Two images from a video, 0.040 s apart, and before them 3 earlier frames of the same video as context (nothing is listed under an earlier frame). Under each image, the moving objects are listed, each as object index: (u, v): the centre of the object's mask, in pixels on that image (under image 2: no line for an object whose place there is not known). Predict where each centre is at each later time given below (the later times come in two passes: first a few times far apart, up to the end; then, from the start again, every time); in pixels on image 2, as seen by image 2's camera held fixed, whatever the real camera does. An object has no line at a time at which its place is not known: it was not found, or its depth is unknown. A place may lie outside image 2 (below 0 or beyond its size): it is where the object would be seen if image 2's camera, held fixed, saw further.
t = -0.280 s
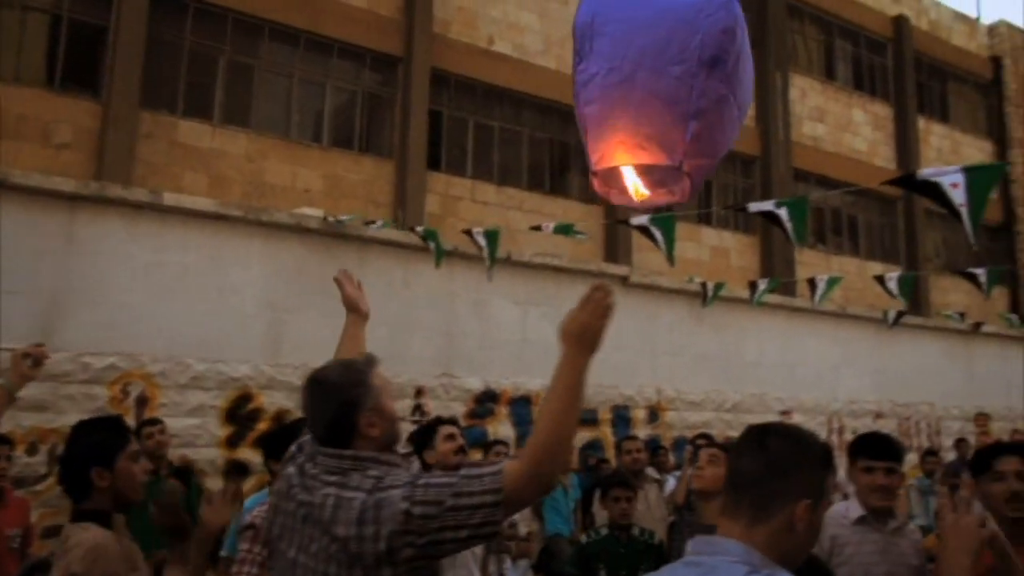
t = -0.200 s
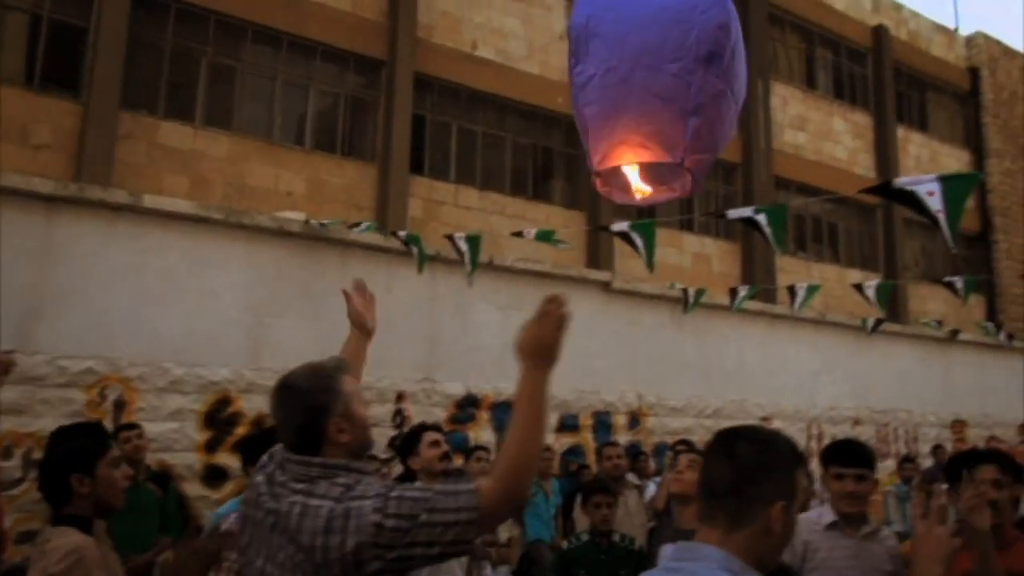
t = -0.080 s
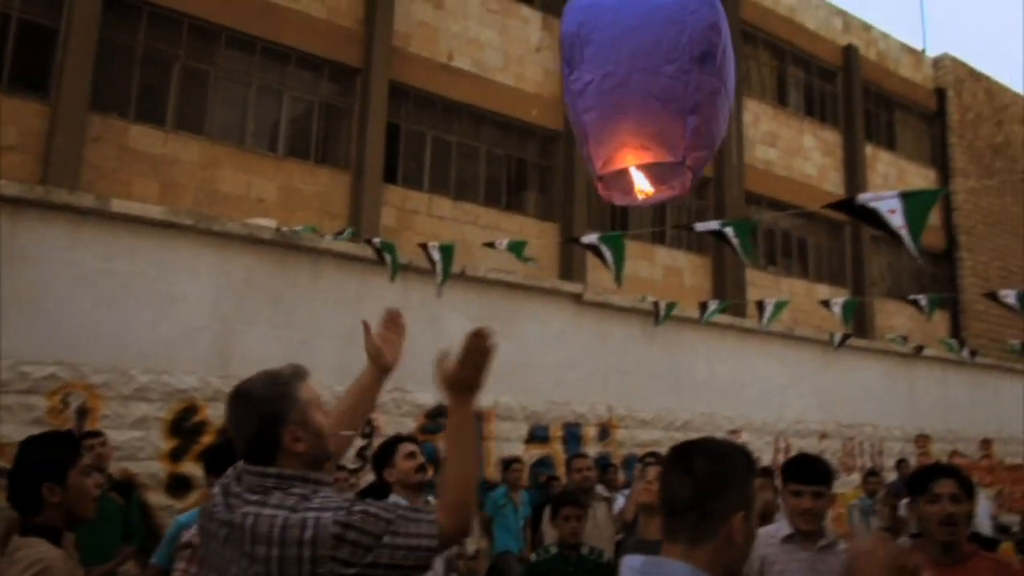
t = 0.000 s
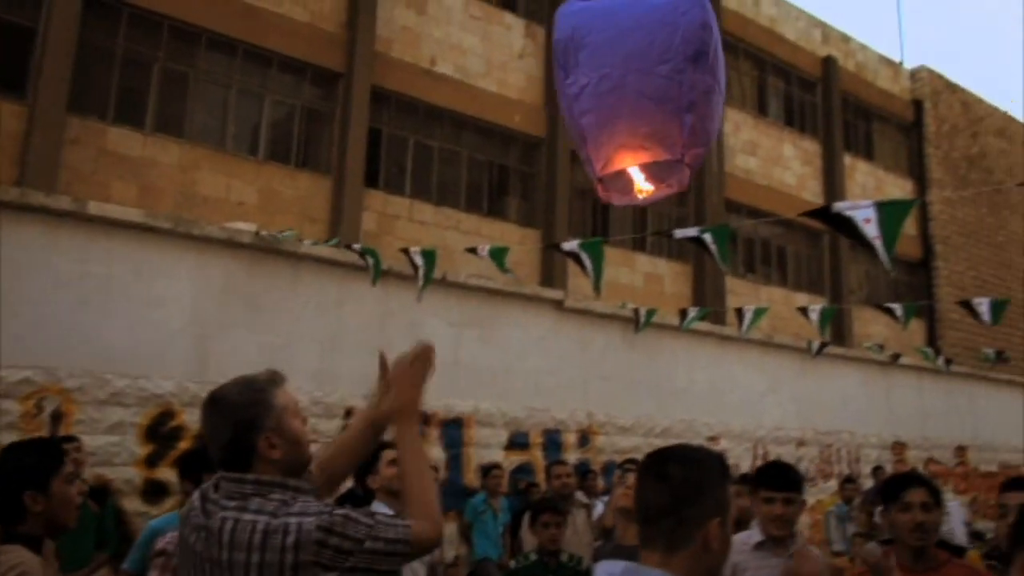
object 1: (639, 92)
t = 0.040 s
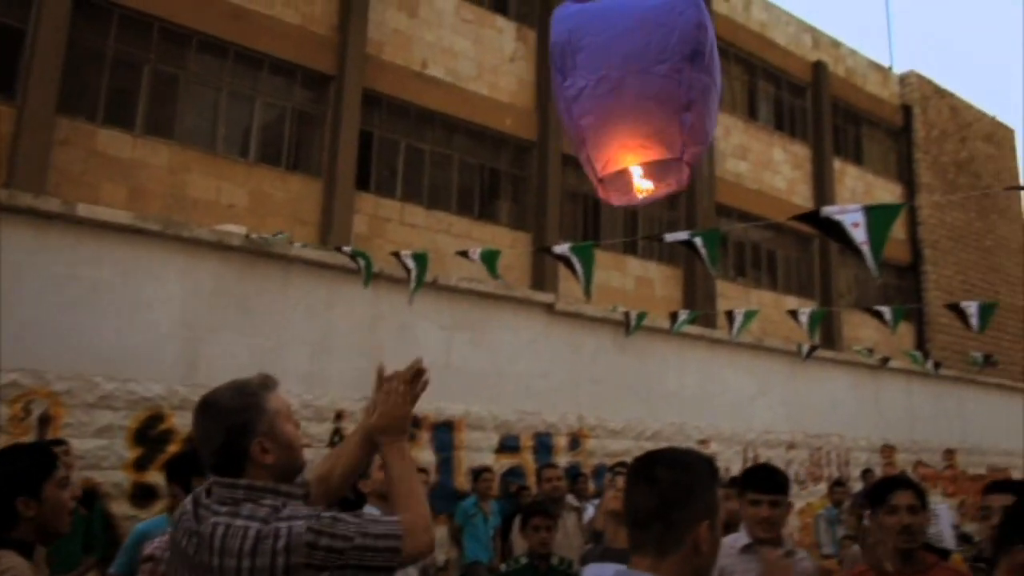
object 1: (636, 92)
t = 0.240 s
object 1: (662, 76)
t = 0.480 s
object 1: (685, 64)
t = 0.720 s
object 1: (700, 61)
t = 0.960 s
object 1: (710, 61)
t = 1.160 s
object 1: (716, 62)
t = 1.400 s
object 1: (720, 64)
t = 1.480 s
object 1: (721, 65)
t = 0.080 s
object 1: (641, 89)
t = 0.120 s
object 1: (647, 85)
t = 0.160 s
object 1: (652, 82)
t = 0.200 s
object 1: (657, 79)
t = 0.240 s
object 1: (662, 76)
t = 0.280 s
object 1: (666, 73)
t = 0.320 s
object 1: (671, 71)
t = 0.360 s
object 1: (675, 68)
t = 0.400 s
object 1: (679, 67)
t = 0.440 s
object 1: (682, 65)
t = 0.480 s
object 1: (685, 64)
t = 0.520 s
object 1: (688, 63)
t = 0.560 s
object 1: (691, 63)
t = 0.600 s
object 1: (693, 62)
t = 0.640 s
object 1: (696, 62)
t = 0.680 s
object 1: (697, 61)
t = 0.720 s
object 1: (700, 61)
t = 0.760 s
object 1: (702, 61)
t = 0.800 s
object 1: (704, 61)
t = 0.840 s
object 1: (705, 60)
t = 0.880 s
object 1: (707, 61)
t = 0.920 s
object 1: (708, 60)
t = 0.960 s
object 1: (710, 61)
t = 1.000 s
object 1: (711, 60)
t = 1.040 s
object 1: (713, 60)
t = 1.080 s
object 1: (714, 61)
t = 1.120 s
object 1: (715, 62)
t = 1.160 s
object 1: (716, 62)
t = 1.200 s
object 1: (717, 62)
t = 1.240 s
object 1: (717, 62)
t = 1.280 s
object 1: (719, 62)
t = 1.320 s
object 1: (719, 63)
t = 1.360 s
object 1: (720, 64)
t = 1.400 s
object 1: (720, 64)
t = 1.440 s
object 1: (721, 65)
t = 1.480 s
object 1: (721, 65)
